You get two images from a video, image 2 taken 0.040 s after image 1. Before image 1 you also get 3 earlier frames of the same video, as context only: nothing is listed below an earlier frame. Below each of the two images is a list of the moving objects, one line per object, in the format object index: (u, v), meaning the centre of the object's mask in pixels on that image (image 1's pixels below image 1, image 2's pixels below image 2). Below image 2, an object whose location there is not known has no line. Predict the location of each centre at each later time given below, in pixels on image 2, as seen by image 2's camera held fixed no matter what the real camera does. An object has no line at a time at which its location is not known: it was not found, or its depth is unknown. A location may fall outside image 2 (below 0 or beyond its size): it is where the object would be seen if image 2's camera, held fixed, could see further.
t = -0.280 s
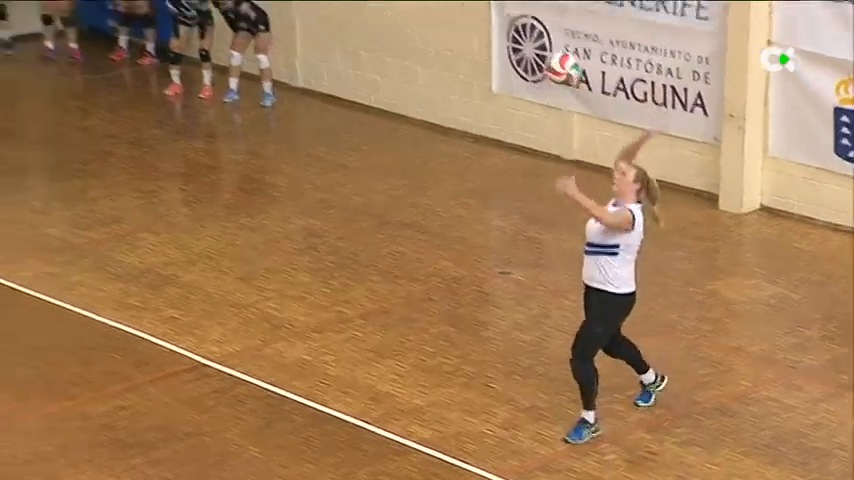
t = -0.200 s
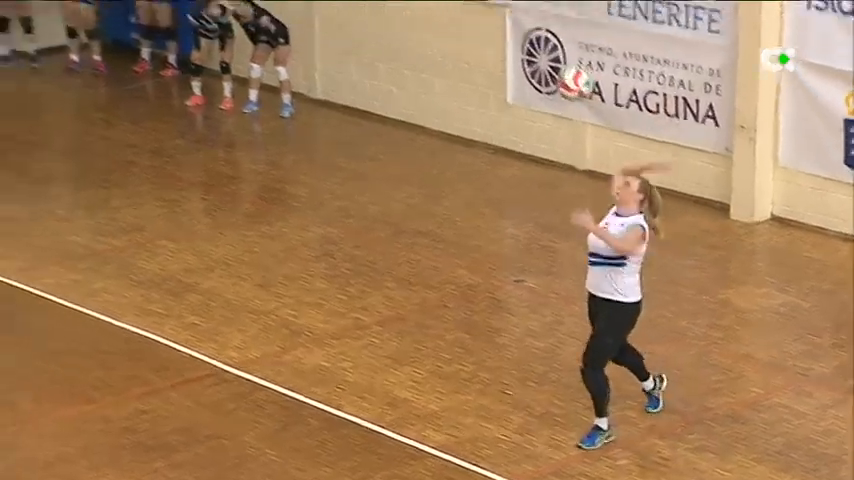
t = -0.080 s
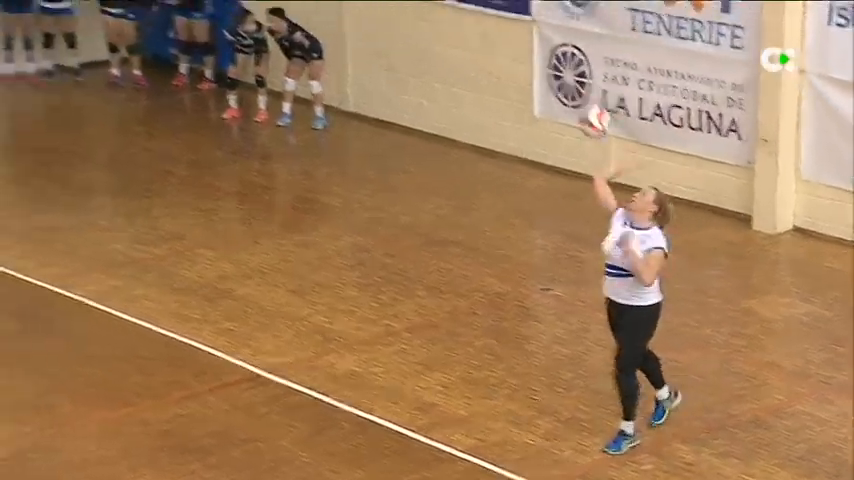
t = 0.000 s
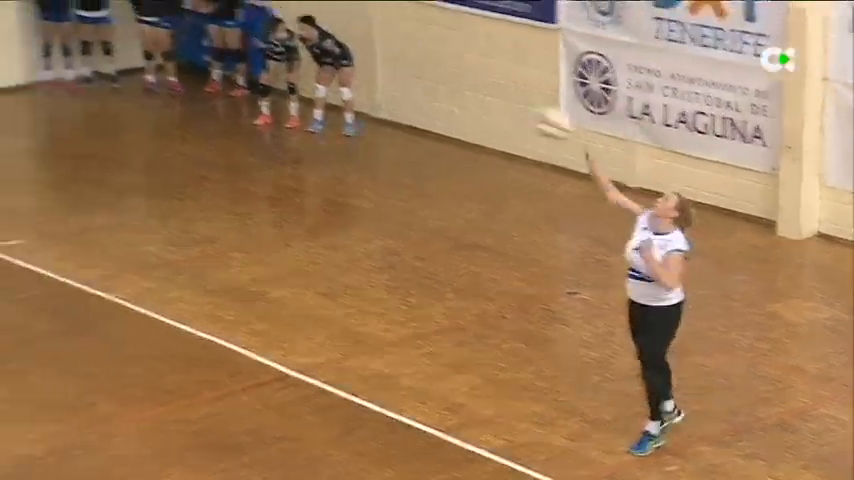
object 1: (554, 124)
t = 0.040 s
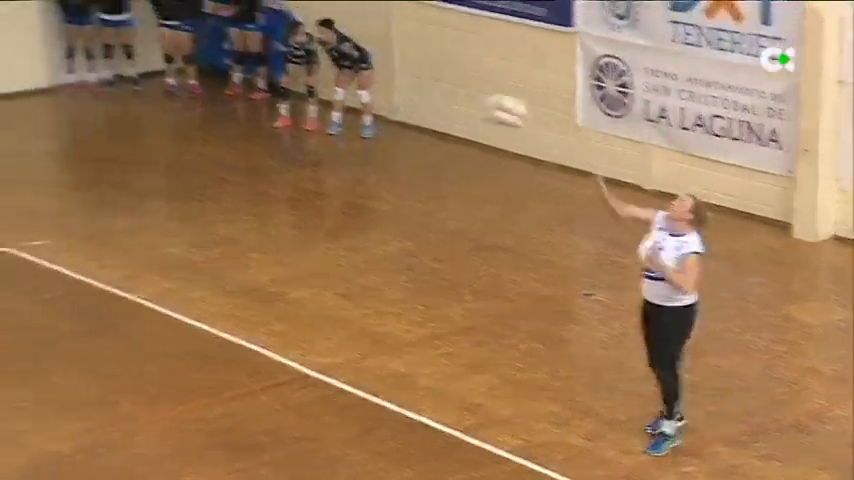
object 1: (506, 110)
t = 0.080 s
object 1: (439, 94)
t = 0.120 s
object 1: (367, 80)
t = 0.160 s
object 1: (293, 73)
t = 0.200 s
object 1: (218, 59)
